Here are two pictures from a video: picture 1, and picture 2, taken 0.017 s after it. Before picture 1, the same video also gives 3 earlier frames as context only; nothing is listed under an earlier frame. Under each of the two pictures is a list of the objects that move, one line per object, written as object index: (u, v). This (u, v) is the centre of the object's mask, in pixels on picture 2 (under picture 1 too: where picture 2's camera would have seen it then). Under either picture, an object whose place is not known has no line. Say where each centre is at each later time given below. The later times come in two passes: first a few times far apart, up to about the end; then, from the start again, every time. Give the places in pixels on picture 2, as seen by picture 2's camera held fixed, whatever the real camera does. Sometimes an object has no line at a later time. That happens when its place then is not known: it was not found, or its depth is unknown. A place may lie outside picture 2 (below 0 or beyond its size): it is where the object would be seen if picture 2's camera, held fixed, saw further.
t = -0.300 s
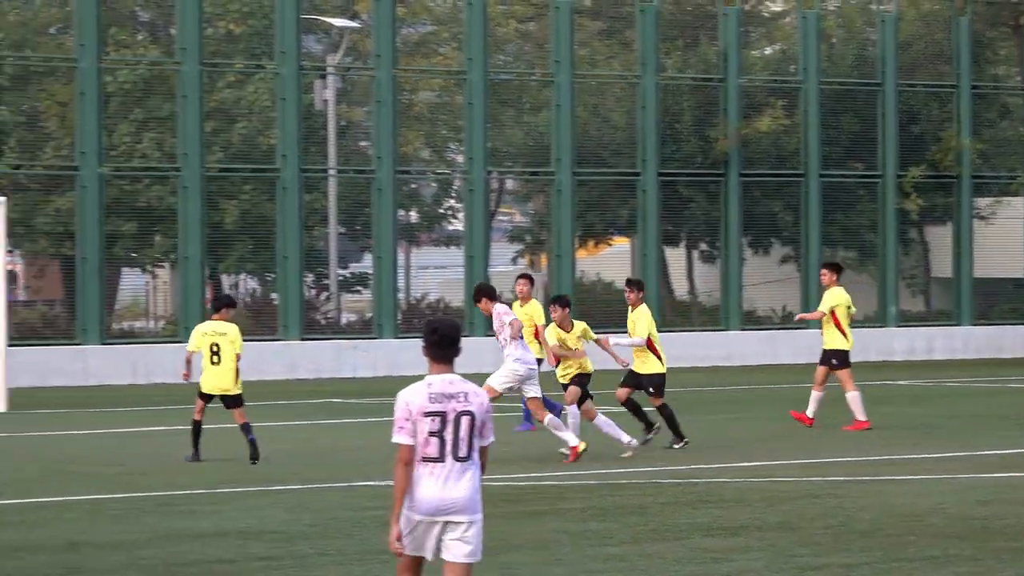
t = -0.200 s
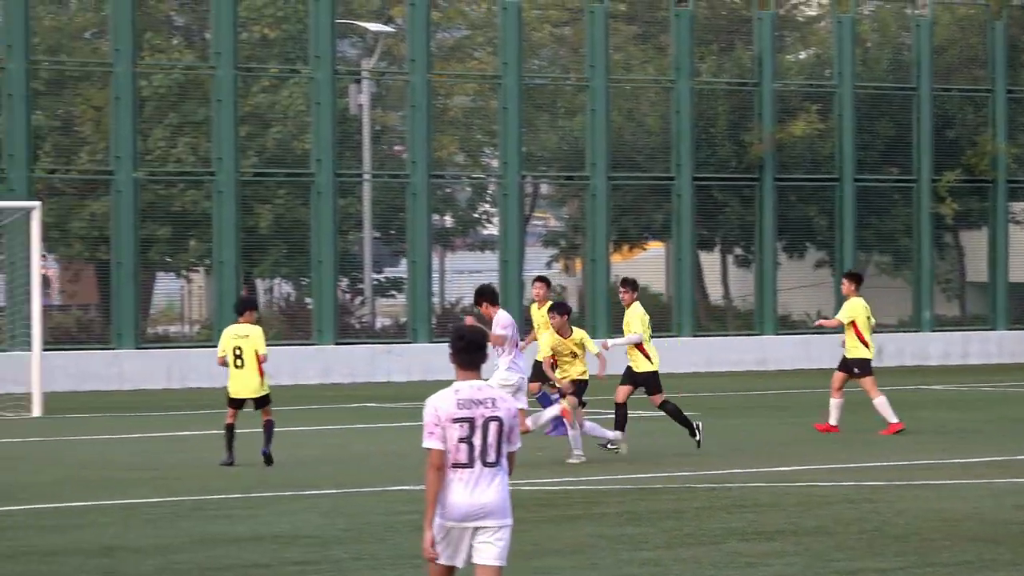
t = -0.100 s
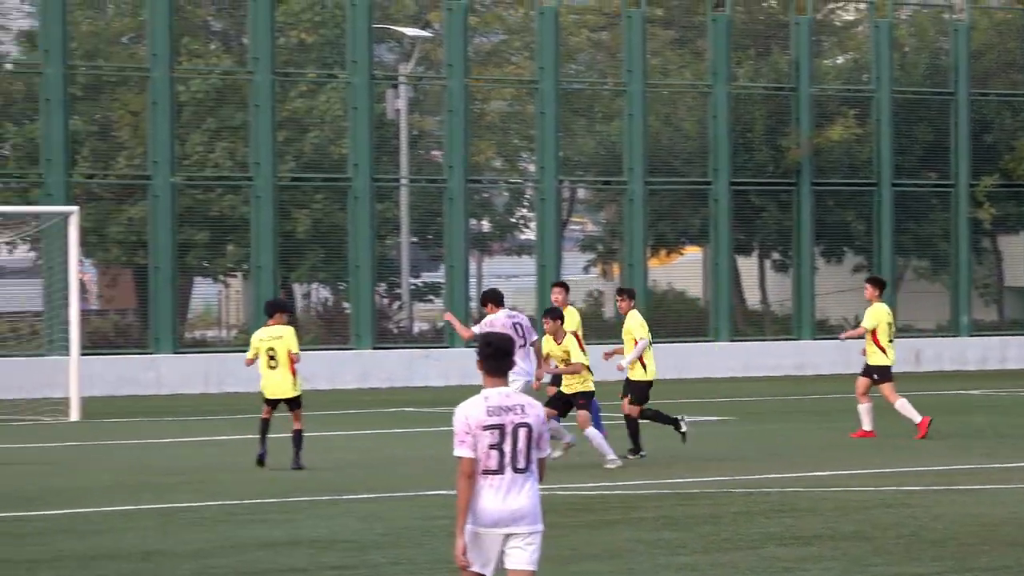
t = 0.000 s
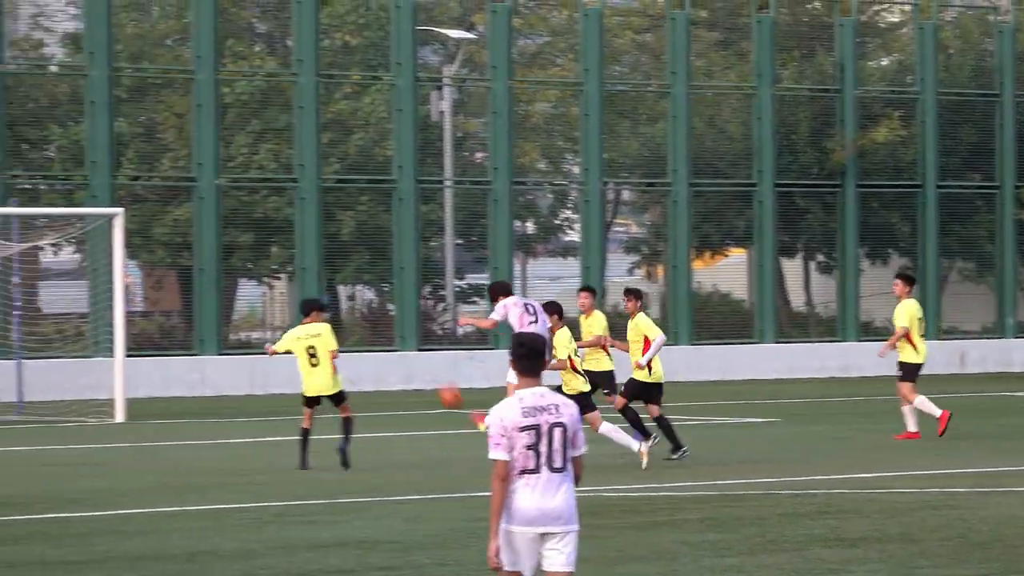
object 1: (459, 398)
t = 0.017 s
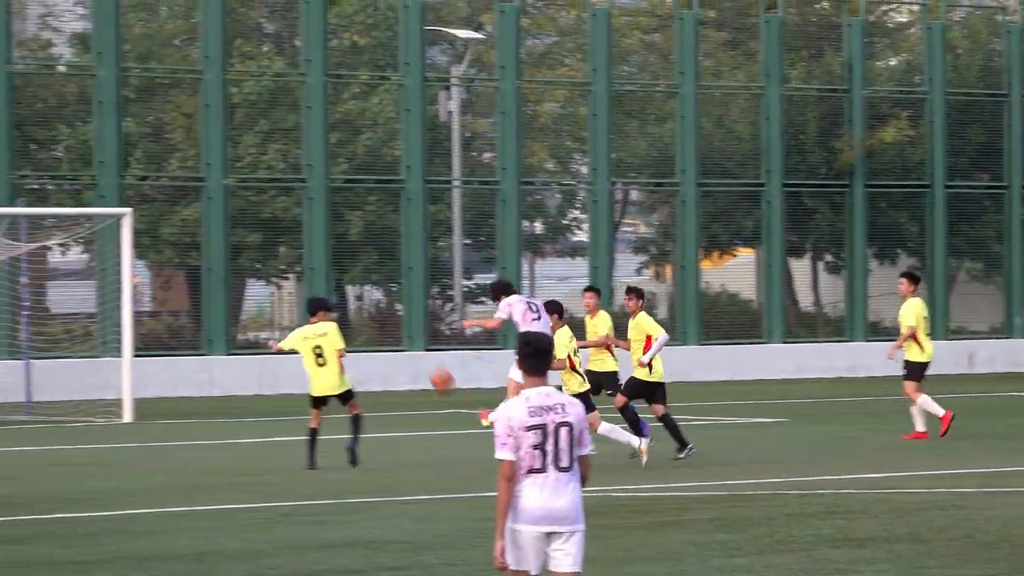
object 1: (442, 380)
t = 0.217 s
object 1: (263, 211)
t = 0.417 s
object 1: (118, 95)
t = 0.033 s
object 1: (426, 365)
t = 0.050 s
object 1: (409, 346)
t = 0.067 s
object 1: (393, 332)
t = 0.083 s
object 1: (378, 318)
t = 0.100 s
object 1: (362, 304)
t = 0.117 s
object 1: (347, 289)
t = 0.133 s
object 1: (333, 275)
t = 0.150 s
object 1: (318, 262)
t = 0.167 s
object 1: (304, 249)
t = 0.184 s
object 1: (291, 237)
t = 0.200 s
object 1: (276, 223)
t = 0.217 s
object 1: (263, 211)
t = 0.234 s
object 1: (249, 200)
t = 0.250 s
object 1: (236, 189)
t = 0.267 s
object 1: (224, 178)
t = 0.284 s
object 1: (212, 168)
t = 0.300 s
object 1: (199, 158)
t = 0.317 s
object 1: (187, 148)
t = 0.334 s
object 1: (175, 138)
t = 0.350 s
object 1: (163, 128)
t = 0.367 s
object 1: (151, 119)
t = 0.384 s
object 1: (140, 111)
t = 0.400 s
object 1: (129, 103)
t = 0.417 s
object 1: (118, 95)
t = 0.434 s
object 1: (107, 87)
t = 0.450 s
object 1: (96, 80)
